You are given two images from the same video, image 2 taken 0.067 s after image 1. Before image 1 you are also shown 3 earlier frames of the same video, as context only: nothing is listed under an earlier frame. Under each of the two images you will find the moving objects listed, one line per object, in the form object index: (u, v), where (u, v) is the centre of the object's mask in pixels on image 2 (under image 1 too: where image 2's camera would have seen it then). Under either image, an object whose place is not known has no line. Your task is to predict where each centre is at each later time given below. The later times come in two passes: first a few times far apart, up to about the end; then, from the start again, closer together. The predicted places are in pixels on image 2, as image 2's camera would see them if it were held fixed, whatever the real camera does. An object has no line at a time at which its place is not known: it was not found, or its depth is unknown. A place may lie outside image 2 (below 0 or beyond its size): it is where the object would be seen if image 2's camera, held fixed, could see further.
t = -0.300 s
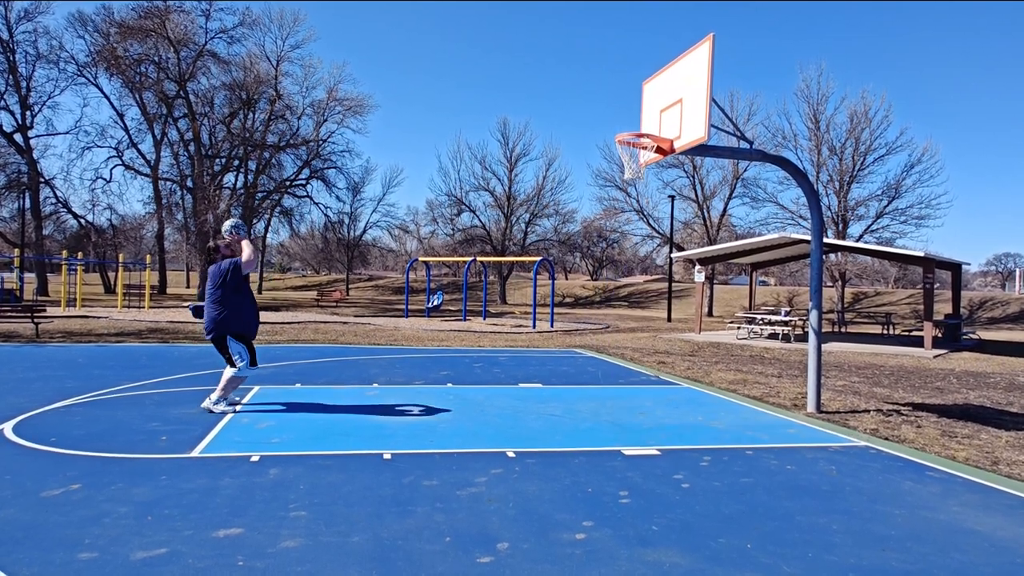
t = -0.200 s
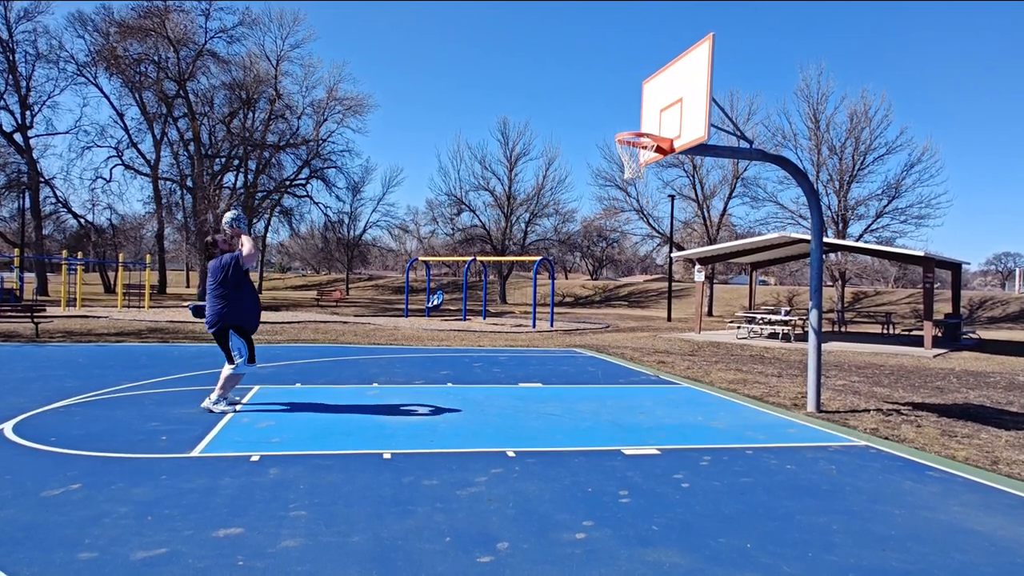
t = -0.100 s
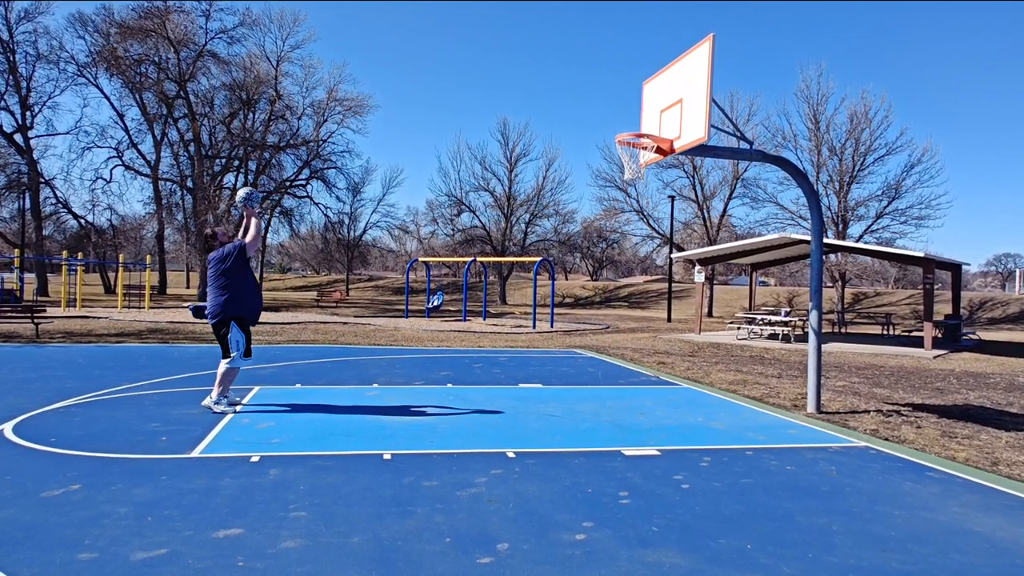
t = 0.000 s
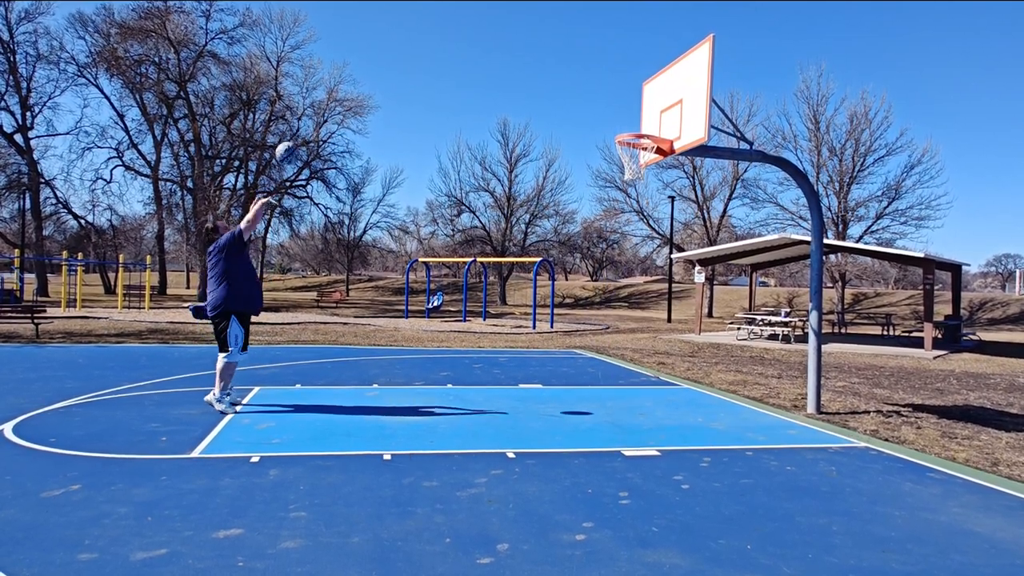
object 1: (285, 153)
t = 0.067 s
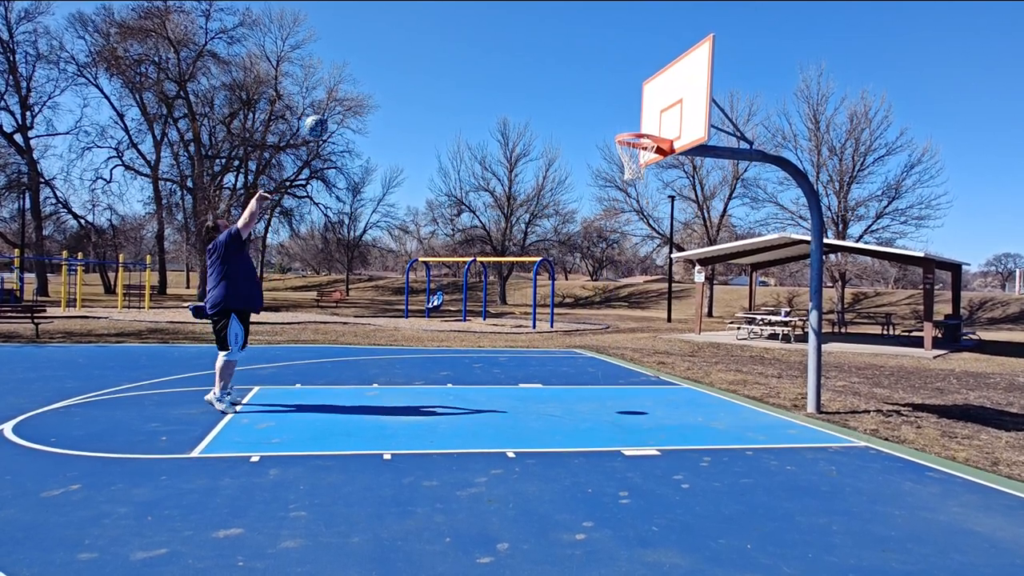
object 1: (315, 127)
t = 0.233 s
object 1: (385, 79)
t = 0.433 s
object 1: (463, 58)
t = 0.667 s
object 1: (548, 77)
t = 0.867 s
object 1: (615, 128)
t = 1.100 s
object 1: (650, 87)
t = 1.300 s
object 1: (642, 78)
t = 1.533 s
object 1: (617, 106)
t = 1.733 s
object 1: (587, 153)
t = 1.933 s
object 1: (547, 221)
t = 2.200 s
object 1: (497, 361)
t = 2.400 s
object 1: (475, 320)
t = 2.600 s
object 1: (456, 251)
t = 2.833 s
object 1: (435, 214)
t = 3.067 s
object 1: (414, 223)
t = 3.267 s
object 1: (395, 265)
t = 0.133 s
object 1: (344, 105)
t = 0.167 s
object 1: (358, 95)
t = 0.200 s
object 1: (371, 87)
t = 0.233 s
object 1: (385, 79)
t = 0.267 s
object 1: (398, 73)
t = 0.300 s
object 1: (411, 67)
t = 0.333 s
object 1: (424, 63)
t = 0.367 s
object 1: (437, 61)
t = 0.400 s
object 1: (450, 59)
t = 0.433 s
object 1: (463, 58)
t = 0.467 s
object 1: (475, 58)
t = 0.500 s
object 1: (488, 59)
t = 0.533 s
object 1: (500, 60)
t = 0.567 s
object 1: (512, 63)
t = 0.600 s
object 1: (525, 67)
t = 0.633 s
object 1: (536, 71)
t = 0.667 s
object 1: (548, 77)
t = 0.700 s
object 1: (560, 84)
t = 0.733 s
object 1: (571, 91)
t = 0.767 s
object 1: (583, 99)
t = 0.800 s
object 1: (594, 109)
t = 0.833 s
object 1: (606, 119)
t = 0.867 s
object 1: (615, 128)
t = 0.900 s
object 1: (621, 120)
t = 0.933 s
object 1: (626, 113)
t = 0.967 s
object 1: (631, 105)
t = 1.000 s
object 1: (636, 99)
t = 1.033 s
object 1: (641, 94)
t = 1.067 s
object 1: (645, 90)
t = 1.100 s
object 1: (650, 87)
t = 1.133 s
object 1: (655, 85)
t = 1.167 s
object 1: (656, 82)
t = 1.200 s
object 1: (653, 80)
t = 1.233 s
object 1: (649, 78)
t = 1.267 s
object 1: (646, 77)
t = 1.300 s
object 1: (642, 78)
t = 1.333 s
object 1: (638, 79)
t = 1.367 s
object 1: (635, 81)
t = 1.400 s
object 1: (632, 84)
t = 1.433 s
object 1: (628, 88)
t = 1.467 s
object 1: (624, 93)
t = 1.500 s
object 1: (621, 99)
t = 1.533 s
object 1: (617, 106)
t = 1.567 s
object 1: (613, 113)
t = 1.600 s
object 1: (610, 122)
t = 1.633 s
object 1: (606, 132)
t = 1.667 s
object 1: (600, 138)
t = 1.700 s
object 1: (594, 146)
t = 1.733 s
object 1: (587, 153)
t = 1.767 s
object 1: (581, 162)
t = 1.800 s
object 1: (574, 172)
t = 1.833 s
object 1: (567, 183)
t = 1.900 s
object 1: (554, 207)
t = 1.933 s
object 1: (547, 221)
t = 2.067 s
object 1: (522, 283)
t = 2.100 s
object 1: (516, 302)
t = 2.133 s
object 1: (510, 320)
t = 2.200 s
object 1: (497, 361)
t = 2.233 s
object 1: (491, 382)
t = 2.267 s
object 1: (487, 386)
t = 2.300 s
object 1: (484, 368)
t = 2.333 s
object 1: (481, 351)
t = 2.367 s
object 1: (478, 336)
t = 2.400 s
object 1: (475, 320)
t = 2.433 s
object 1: (472, 306)
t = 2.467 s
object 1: (469, 293)
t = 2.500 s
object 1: (466, 281)
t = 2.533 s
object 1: (463, 270)
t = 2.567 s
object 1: (459, 260)
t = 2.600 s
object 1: (456, 251)
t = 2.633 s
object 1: (453, 243)
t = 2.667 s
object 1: (450, 237)
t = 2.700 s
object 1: (447, 230)
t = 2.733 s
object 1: (444, 225)
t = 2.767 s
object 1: (442, 220)
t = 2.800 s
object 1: (438, 217)
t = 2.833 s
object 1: (435, 214)
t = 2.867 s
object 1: (433, 213)
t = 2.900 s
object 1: (430, 212)
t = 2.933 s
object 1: (427, 212)
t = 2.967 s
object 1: (423, 214)
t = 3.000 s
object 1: (420, 216)
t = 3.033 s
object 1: (417, 218)
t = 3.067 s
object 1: (414, 223)
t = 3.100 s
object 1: (411, 227)
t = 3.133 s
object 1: (408, 232)
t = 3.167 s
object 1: (405, 239)
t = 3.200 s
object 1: (401, 247)
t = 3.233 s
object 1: (399, 255)
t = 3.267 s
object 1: (395, 265)
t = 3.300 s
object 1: (392, 275)
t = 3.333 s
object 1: (389, 286)
